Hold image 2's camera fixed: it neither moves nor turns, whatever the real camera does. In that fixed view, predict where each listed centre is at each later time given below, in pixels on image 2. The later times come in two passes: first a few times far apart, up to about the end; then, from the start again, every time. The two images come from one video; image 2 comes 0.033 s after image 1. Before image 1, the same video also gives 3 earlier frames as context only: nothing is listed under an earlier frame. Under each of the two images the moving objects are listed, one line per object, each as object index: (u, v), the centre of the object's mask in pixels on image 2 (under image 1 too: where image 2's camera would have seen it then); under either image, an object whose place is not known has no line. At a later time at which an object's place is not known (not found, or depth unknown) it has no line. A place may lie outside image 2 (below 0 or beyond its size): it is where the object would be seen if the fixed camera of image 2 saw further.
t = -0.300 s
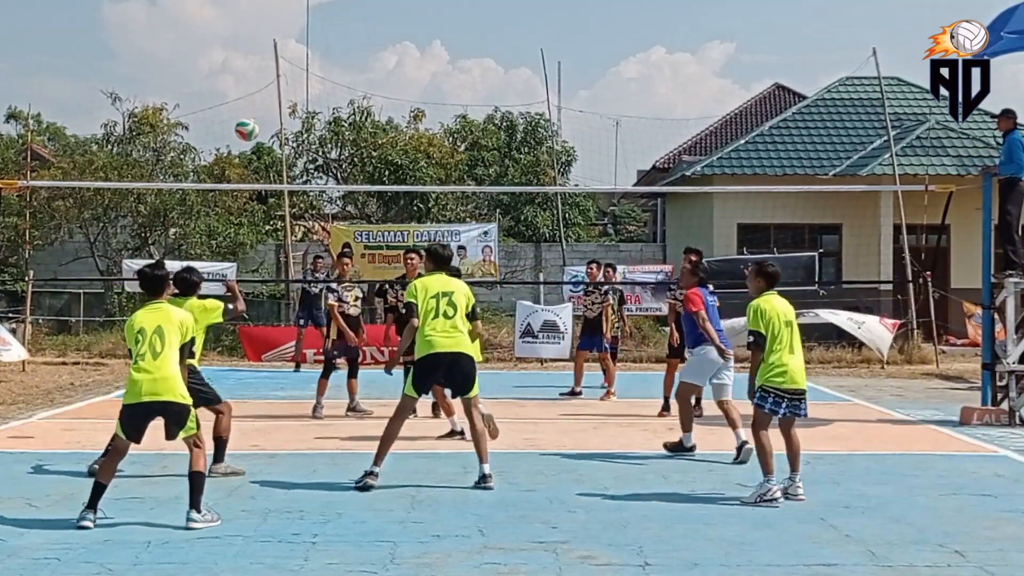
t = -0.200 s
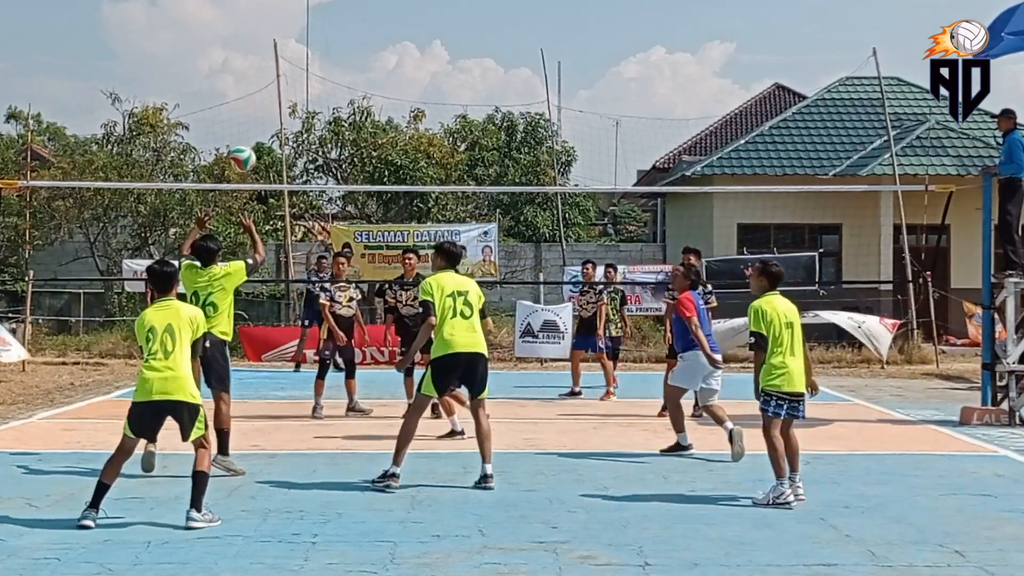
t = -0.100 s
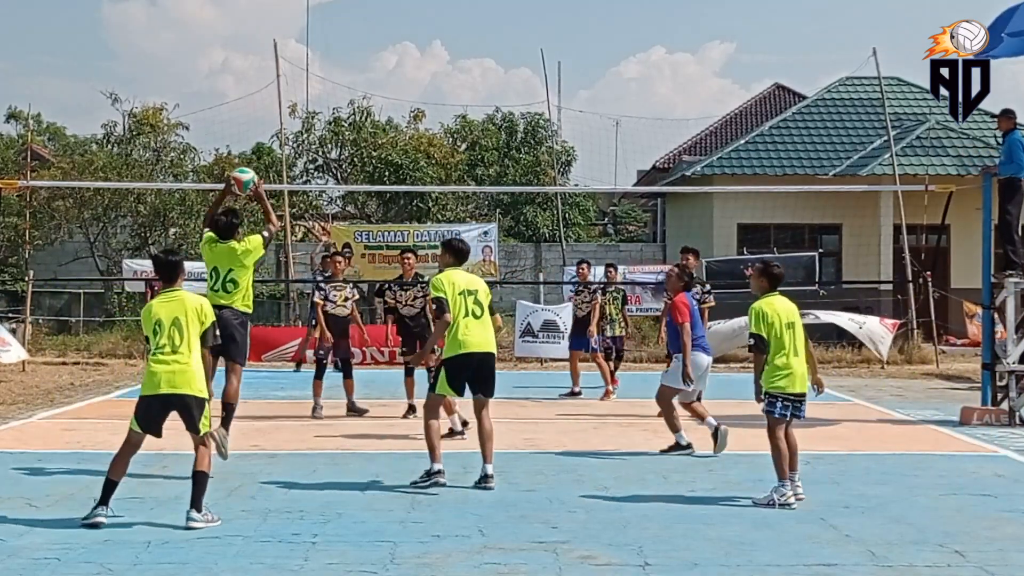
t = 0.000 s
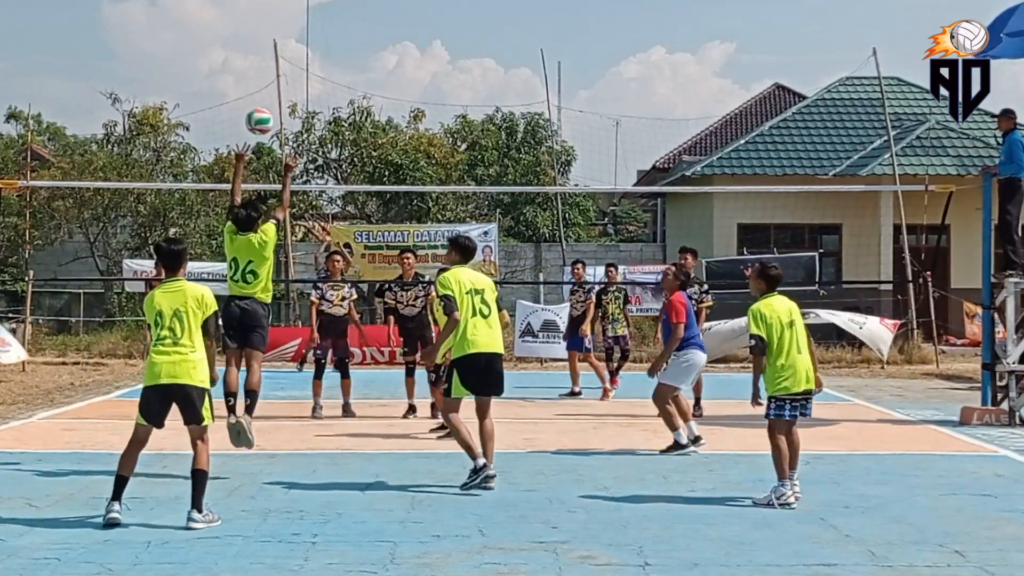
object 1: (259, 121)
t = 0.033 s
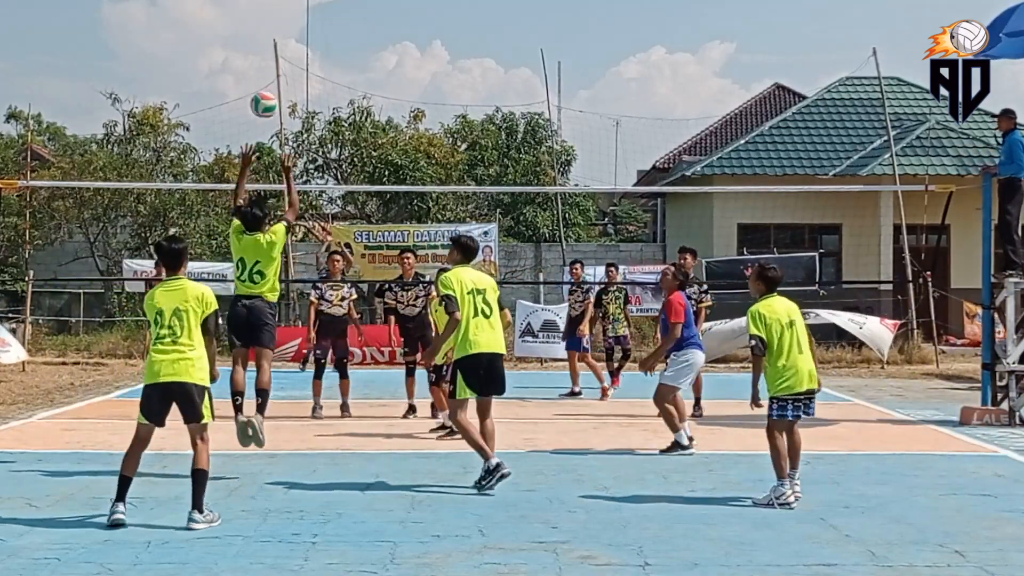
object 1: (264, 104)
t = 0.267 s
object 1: (295, 30)
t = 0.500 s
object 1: (324, 22)
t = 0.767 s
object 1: (354, 85)
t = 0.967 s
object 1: (375, 175)
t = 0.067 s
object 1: (268, 89)
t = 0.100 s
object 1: (273, 76)
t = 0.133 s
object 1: (278, 63)
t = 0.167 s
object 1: (282, 53)
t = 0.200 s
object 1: (287, 43)
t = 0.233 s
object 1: (291, 36)
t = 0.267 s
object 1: (295, 30)
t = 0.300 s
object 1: (300, 24)
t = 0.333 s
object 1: (304, 21)
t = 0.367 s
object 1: (308, 19)
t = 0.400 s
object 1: (312, 18)
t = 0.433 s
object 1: (316, 18)
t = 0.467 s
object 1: (320, 19)
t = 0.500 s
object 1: (324, 22)
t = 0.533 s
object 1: (328, 26)
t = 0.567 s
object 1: (331, 32)
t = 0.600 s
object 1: (335, 38)
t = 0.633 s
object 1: (339, 45)
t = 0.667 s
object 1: (343, 53)
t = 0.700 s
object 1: (346, 63)
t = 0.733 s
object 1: (350, 74)
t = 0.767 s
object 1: (354, 85)
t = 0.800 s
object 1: (357, 98)
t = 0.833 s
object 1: (361, 111)
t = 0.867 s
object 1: (366, 126)
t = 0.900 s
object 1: (369, 142)
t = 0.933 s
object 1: (372, 158)
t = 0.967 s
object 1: (375, 175)
